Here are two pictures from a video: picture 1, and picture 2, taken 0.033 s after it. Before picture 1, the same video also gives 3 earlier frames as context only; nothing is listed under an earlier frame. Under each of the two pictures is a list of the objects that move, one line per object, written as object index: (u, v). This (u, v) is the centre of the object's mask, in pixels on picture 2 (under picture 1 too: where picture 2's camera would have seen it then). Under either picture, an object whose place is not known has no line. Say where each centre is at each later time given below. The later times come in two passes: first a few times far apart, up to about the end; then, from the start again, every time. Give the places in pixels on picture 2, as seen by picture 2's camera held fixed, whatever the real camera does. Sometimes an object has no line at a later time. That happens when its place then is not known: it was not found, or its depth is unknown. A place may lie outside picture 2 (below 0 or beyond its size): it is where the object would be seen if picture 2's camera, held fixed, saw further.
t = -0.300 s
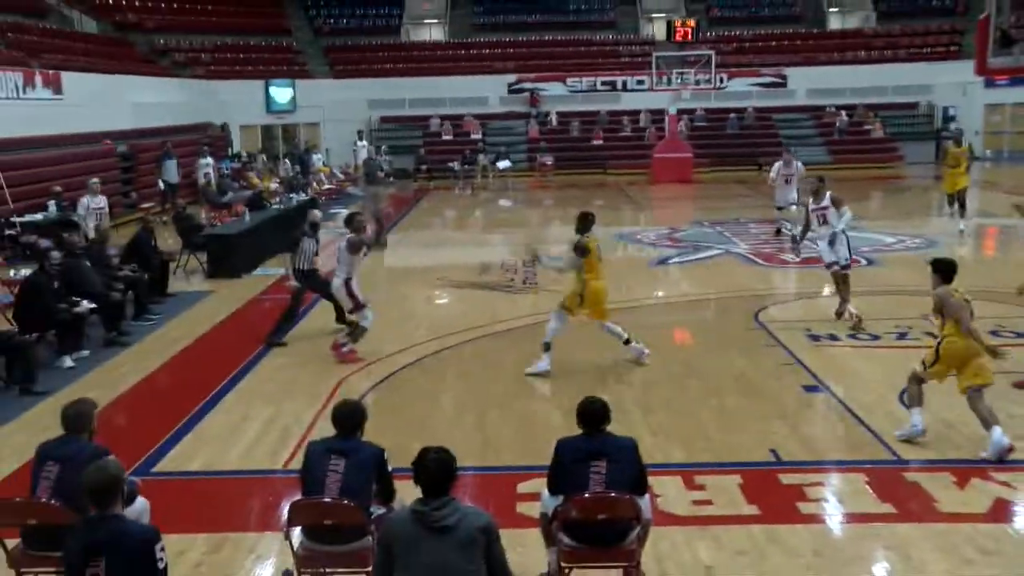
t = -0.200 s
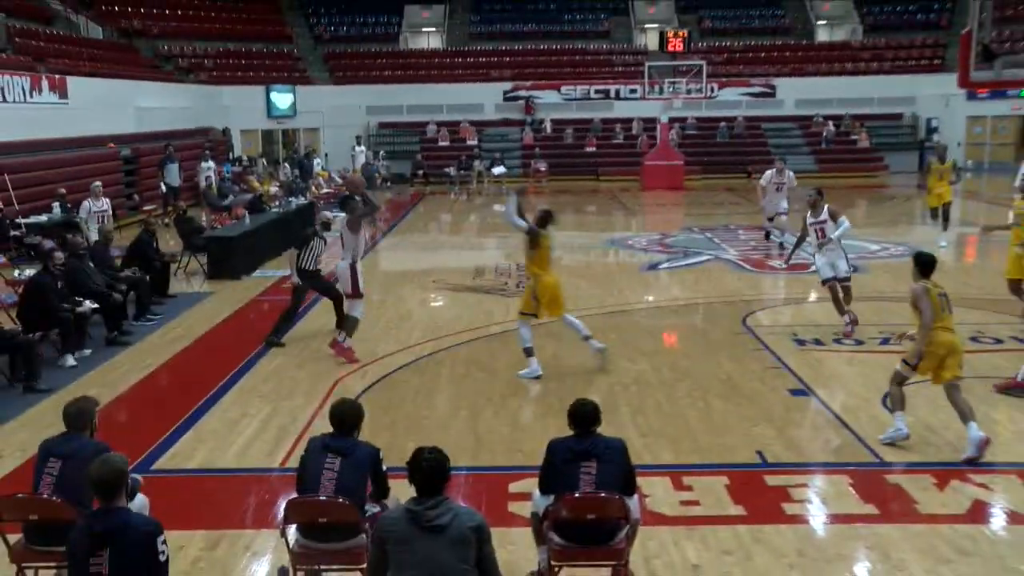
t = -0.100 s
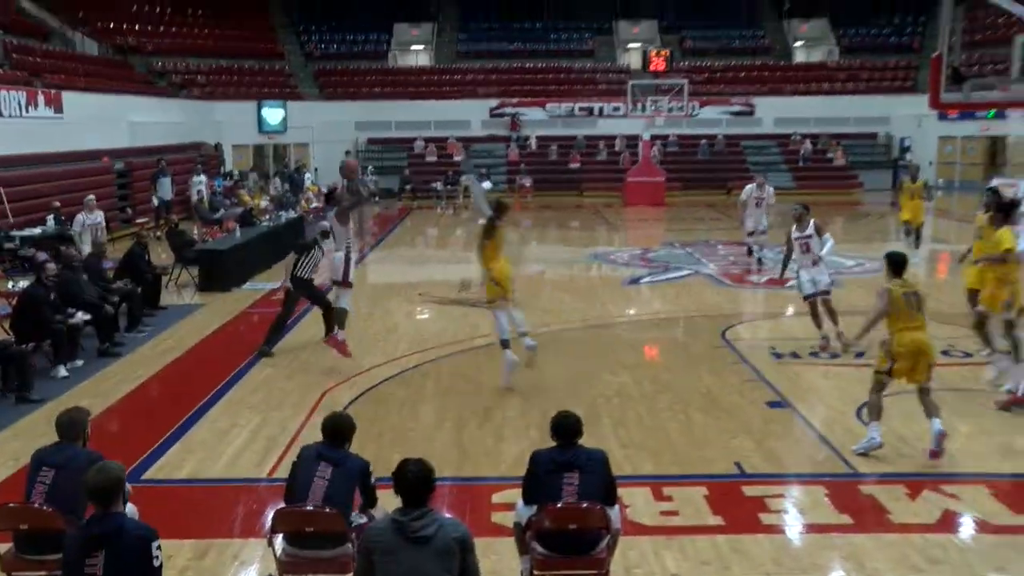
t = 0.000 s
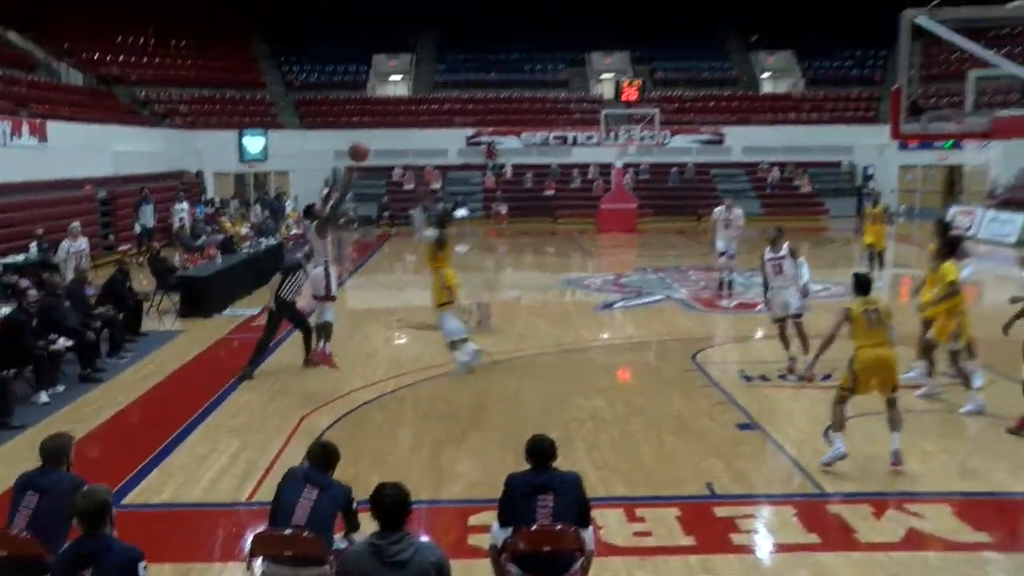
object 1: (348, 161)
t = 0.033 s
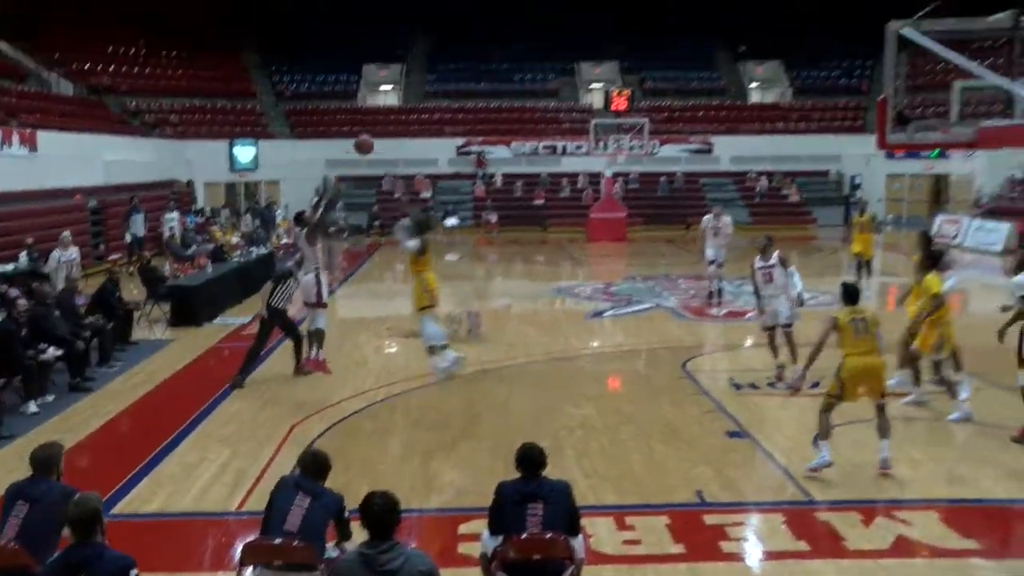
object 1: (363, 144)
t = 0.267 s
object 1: (469, 53)
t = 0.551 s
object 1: (621, -3)
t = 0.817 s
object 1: (771, 13)
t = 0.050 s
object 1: (371, 136)
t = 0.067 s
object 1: (380, 127)
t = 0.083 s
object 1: (389, 120)
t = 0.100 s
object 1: (395, 114)
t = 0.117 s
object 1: (403, 107)
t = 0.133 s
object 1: (409, 99)
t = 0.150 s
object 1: (417, 93)
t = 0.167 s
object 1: (425, 86)
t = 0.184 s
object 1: (432, 79)
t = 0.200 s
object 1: (439, 75)
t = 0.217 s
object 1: (447, 70)
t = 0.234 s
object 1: (454, 65)
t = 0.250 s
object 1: (462, 58)
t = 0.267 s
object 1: (469, 53)
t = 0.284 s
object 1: (477, 48)
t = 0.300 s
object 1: (485, 43)
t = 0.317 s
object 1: (496, 38)
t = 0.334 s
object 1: (504, 34)
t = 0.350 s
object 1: (515, 30)
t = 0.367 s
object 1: (524, 25)
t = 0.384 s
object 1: (533, 22)
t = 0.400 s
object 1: (541, 18)
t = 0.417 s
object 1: (549, 15)
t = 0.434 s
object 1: (558, 12)
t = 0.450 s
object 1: (567, 9)
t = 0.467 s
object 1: (576, 6)
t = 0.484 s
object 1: (585, 4)
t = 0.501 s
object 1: (594, 2)
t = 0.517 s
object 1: (602, 0)
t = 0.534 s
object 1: (612, -2)
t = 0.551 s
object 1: (621, -3)
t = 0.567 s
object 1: (630, -4)
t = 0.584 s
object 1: (639, -5)
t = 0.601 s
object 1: (649, -6)
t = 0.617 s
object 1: (658, -6)
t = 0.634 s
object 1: (667, -6)
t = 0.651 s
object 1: (676, -5)
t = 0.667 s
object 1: (686, -5)
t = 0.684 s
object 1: (694, -4)
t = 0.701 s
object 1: (704, -3)
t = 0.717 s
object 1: (713, -2)
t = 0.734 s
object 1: (723, 0)
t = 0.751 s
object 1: (732, 2)
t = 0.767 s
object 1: (742, 4)
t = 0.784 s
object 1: (754, 5)
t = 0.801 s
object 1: (762, 9)
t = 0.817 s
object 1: (771, 13)
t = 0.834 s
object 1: (784, 14)
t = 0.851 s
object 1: (794, 18)
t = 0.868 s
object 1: (805, 22)
